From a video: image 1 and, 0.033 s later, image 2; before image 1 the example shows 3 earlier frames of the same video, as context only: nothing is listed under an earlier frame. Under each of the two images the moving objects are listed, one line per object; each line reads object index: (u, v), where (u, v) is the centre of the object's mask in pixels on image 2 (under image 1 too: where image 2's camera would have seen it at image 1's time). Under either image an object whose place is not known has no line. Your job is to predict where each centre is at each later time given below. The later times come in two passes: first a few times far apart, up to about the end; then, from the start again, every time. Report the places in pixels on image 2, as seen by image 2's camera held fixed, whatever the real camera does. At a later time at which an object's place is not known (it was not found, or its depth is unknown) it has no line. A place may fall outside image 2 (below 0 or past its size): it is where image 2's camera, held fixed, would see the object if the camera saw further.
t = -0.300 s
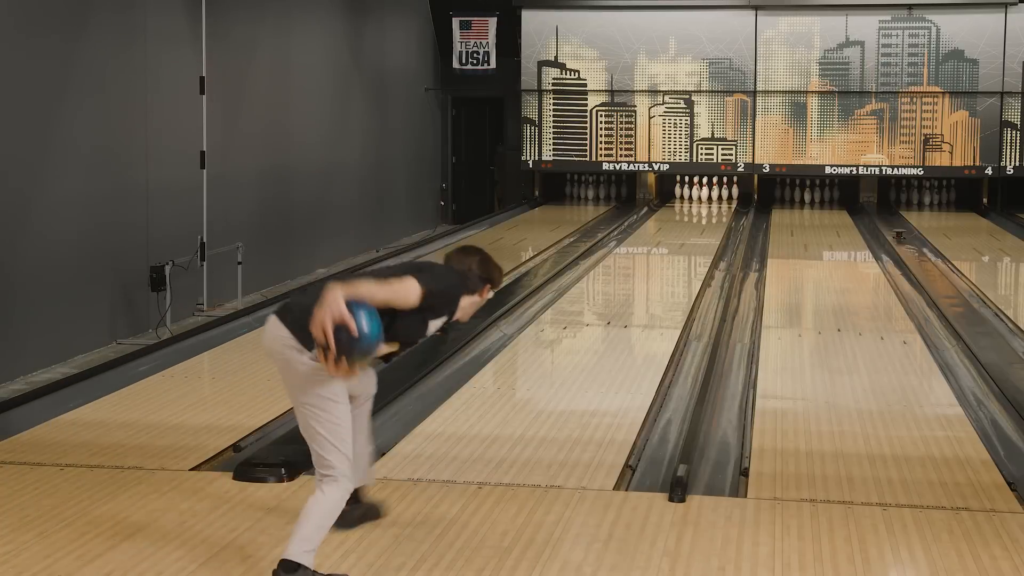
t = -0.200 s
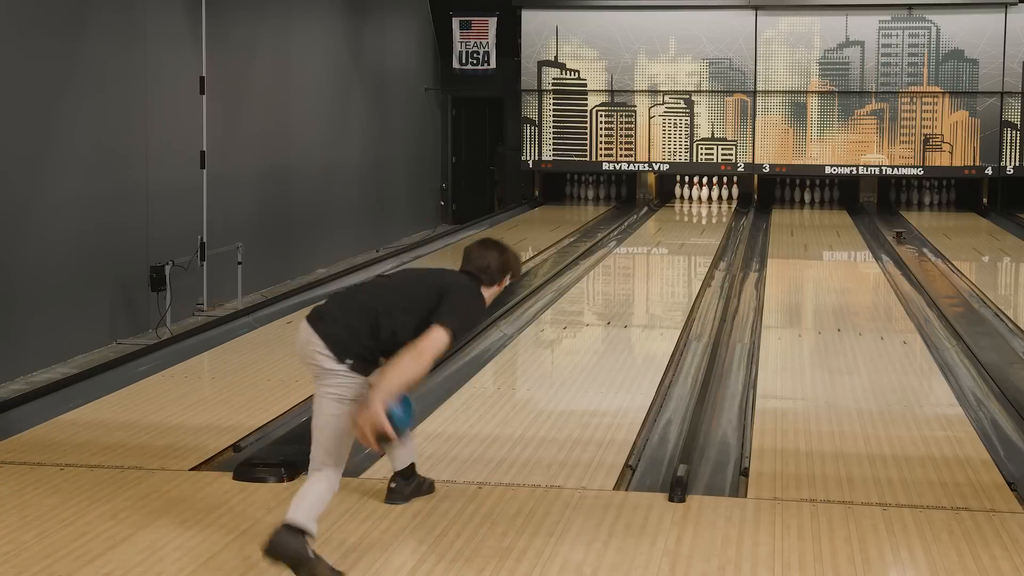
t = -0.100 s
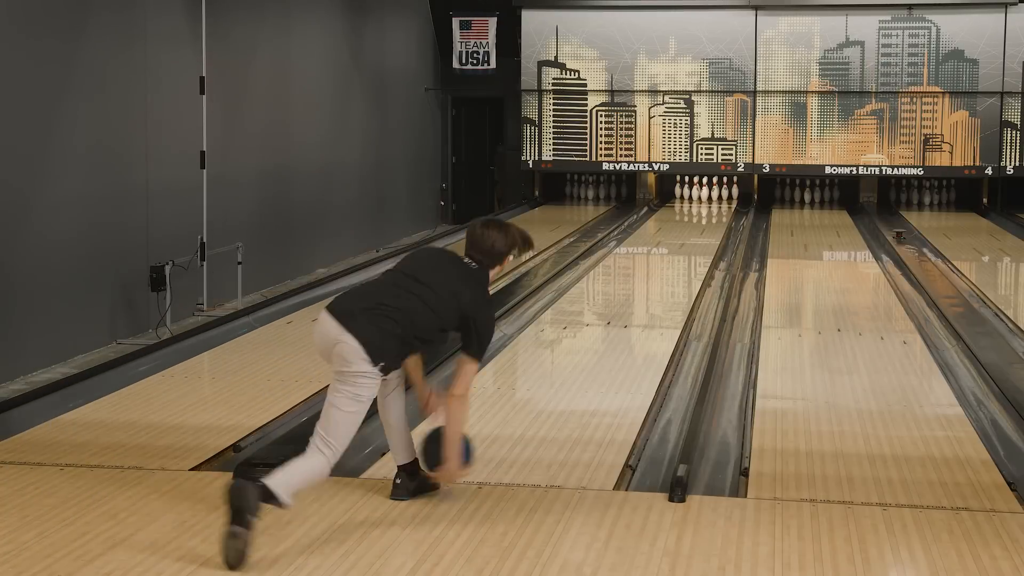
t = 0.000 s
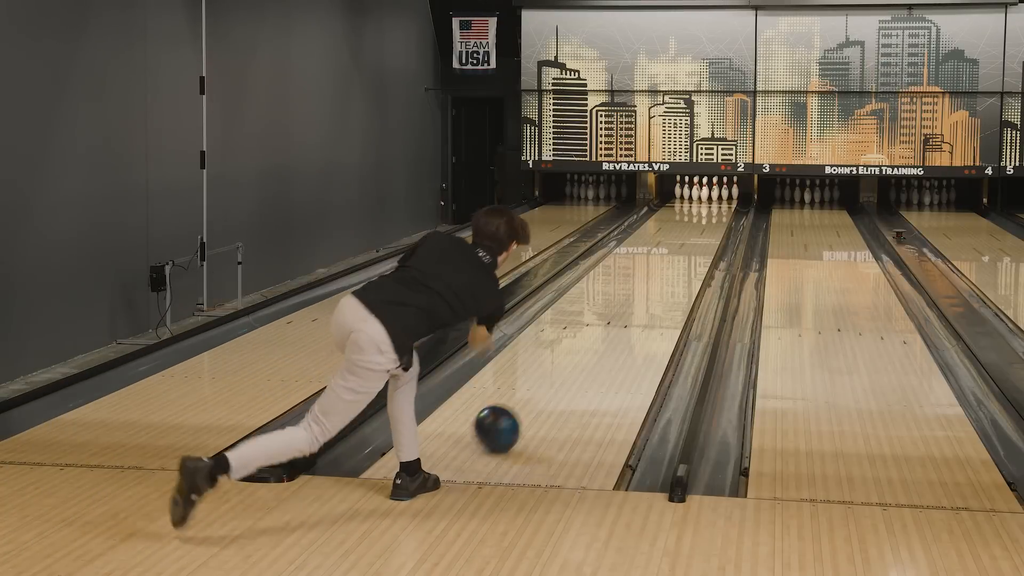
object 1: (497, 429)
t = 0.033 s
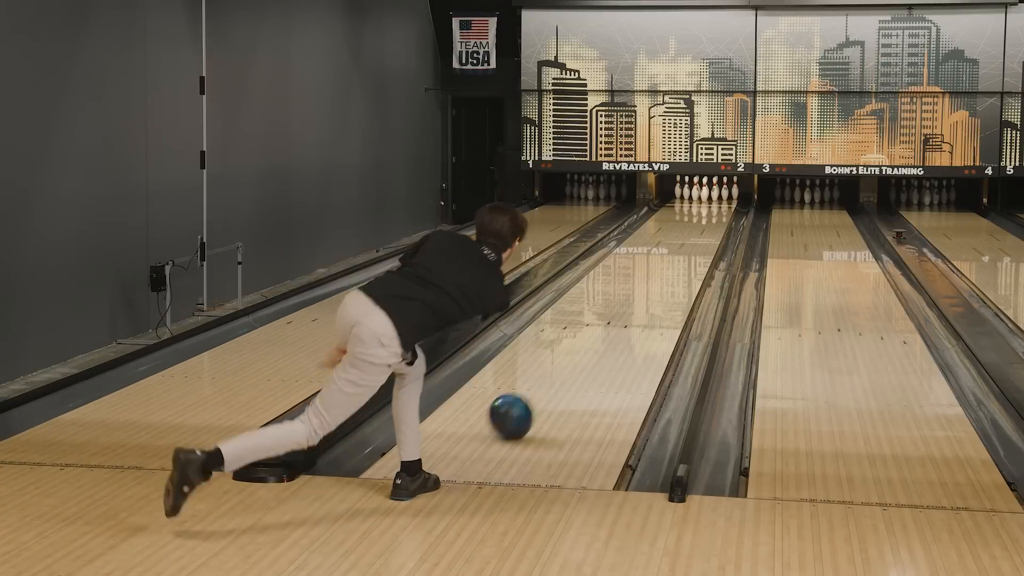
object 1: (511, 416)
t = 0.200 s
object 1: (566, 366)
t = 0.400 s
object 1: (612, 322)
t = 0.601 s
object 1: (644, 292)
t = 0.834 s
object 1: (671, 265)
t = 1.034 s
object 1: (688, 248)
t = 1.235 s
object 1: (702, 234)
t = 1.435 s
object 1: (711, 222)
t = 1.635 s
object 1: (716, 212)
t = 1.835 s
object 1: (717, 205)
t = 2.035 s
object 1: (713, 199)
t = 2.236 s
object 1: (713, 194)
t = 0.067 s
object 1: (524, 405)
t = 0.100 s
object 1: (535, 394)
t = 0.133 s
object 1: (546, 384)
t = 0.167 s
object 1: (557, 375)
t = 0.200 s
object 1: (566, 366)
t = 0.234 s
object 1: (575, 358)
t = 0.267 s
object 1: (584, 350)
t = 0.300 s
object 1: (591, 342)
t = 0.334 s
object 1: (599, 335)
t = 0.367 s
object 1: (606, 329)
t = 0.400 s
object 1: (612, 322)
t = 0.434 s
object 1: (618, 317)
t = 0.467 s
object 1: (624, 311)
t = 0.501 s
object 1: (629, 306)
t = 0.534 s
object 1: (635, 301)
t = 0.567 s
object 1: (640, 296)
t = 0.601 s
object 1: (644, 292)
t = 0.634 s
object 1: (649, 288)
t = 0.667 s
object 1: (653, 284)
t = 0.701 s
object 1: (657, 280)
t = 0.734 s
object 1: (661, 276)
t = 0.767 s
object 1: (665, 272)
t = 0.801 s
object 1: (668, 269)
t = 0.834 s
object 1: (671, 265)
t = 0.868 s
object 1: (675, 262)
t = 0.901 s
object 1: (678, 259)
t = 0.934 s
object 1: (681, 256)
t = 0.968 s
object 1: (683, 253)
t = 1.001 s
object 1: (686, 251)
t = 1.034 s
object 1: (688, 248)
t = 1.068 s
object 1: (691, 245)
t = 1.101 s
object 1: (693, 243)
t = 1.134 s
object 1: (695, 240)
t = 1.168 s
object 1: (698, 238)
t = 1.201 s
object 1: (700, 236)
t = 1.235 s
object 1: (702, 234)
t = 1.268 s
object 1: (703, 232)
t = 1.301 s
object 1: (705, 230)
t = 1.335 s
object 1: (707, 228)
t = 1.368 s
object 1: (708, 226)
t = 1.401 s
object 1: (709, 224)
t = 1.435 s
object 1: (711, 222)
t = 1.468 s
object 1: (712, 221)
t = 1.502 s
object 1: (713, 219)
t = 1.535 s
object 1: (714, 217)
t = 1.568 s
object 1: (715, 216)
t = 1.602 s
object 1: (715, 214)
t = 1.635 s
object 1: (716, 212)
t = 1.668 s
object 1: (716, 211)
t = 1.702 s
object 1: (717, 210)
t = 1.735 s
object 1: (717, 209)
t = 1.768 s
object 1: (717, 207)
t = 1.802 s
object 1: (717, 206)
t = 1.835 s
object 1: (717, 205)
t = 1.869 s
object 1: (716, 203)
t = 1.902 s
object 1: (716, 202)
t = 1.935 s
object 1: (716, 201)
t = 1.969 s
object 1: (715, 200)
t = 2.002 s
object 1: (714, 199)
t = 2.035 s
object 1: (713, 199)
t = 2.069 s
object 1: (713, 197)
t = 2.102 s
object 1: (711, 196)
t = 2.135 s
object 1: (711, 195)
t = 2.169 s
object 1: (712, 195)
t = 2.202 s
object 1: (712, 194)
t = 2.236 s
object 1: (713, 194)
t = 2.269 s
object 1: (713, 193)
